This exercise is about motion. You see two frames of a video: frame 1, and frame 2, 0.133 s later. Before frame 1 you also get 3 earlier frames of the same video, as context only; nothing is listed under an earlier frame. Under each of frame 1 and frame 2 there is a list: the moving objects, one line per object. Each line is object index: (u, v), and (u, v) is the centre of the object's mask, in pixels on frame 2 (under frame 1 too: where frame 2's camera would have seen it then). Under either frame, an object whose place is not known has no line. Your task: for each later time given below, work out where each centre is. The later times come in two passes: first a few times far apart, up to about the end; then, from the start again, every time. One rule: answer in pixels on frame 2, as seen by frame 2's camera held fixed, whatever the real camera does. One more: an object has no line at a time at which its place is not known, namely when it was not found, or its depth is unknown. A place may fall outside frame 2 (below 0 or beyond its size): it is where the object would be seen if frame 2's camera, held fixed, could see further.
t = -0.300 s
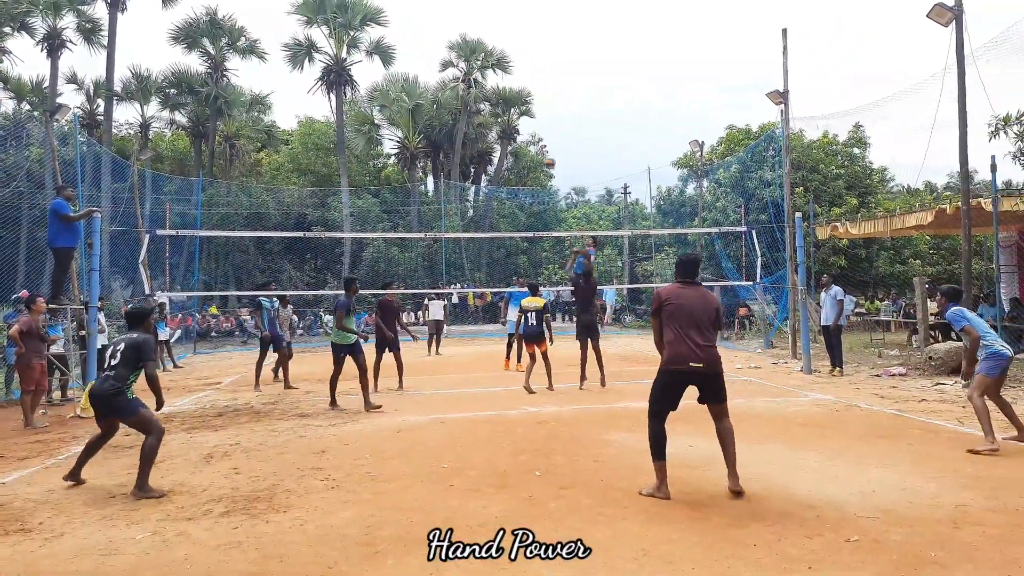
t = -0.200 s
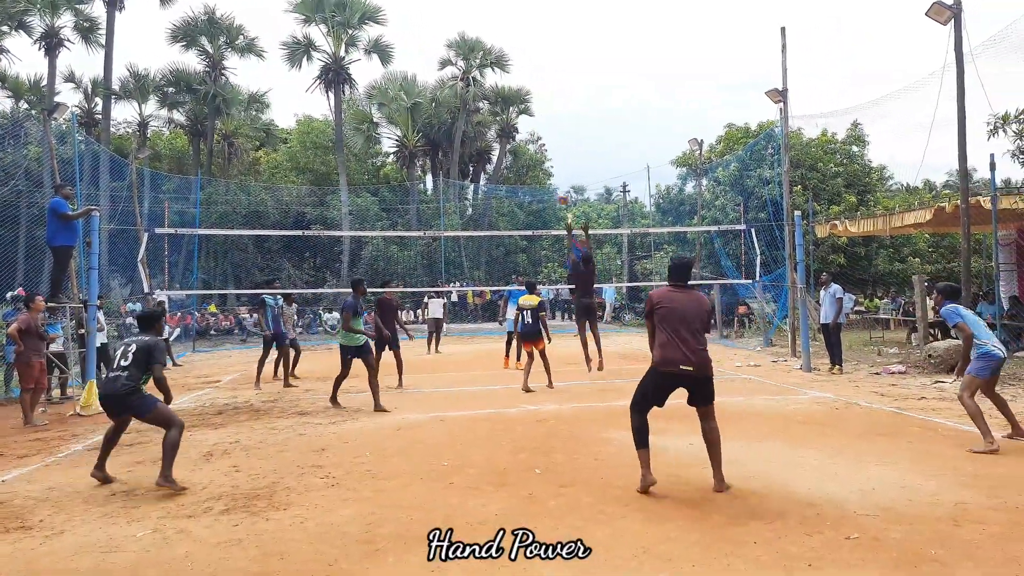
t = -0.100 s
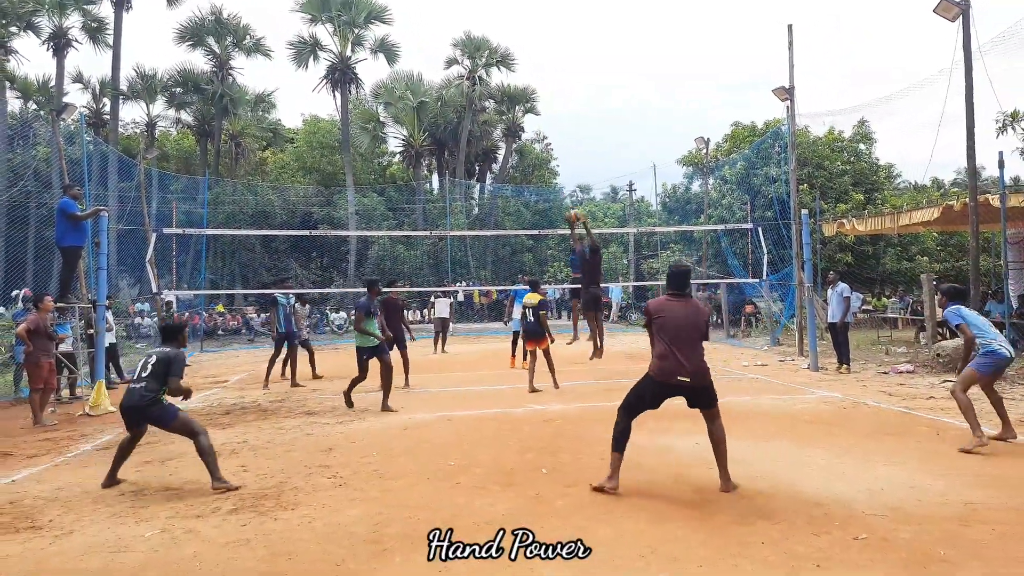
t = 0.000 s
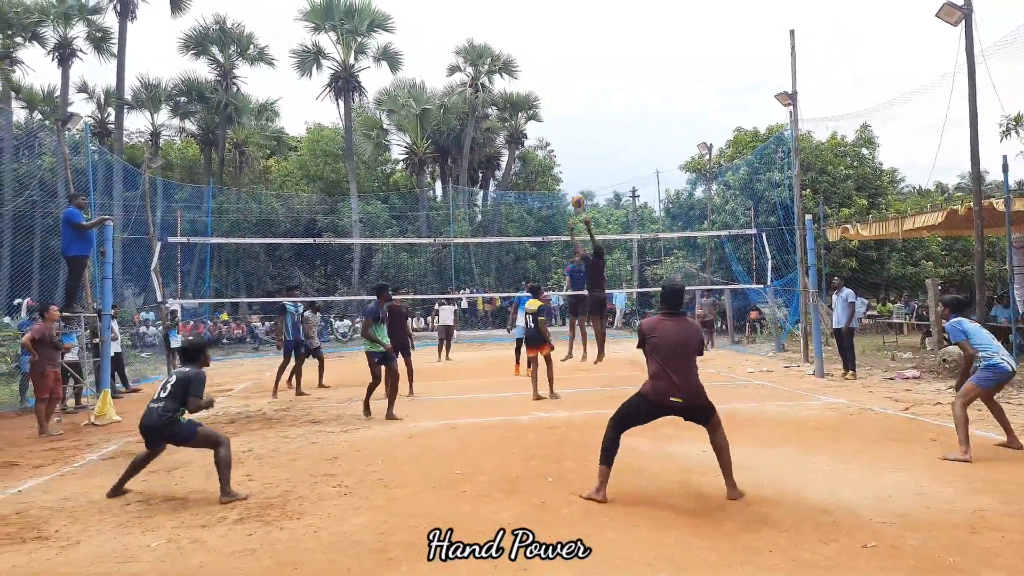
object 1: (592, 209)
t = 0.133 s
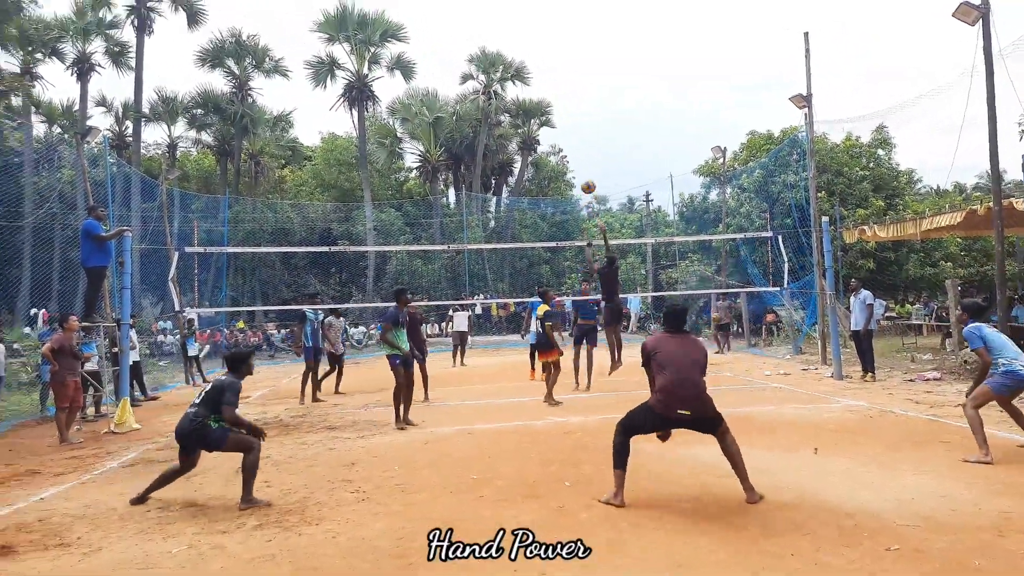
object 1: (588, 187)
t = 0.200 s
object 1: (588, 183)
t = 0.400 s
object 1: (584, 182)
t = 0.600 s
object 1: (584, 216)
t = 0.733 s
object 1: (584, 259)
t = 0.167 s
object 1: (587, 185)
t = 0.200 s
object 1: (588, 183)
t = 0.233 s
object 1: (588, 180)
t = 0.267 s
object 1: (587, 179)
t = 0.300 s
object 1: (585, 179)
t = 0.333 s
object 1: (584, 179)
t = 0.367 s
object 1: (584, 180)
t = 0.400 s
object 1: (584, 182)
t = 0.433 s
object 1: (584, 186)
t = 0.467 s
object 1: (585, 190)
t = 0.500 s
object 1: (585, 195)
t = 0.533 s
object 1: (584, 201)
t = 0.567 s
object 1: (584, 208)
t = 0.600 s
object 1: (584, 216)
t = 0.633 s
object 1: (584, 225)
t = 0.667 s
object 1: (584, 235)
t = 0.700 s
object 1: (583, 247)
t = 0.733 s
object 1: (584, 259)
